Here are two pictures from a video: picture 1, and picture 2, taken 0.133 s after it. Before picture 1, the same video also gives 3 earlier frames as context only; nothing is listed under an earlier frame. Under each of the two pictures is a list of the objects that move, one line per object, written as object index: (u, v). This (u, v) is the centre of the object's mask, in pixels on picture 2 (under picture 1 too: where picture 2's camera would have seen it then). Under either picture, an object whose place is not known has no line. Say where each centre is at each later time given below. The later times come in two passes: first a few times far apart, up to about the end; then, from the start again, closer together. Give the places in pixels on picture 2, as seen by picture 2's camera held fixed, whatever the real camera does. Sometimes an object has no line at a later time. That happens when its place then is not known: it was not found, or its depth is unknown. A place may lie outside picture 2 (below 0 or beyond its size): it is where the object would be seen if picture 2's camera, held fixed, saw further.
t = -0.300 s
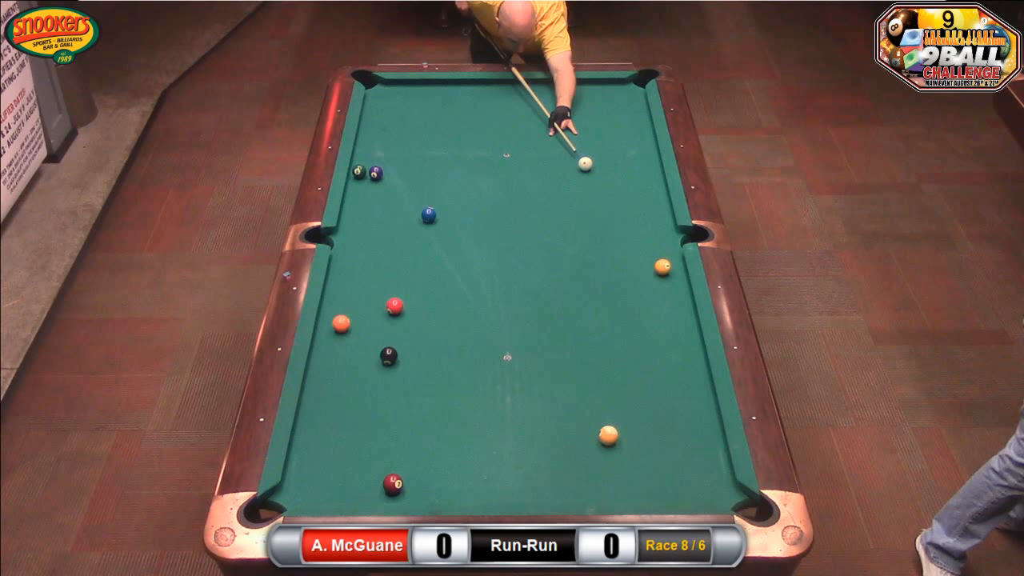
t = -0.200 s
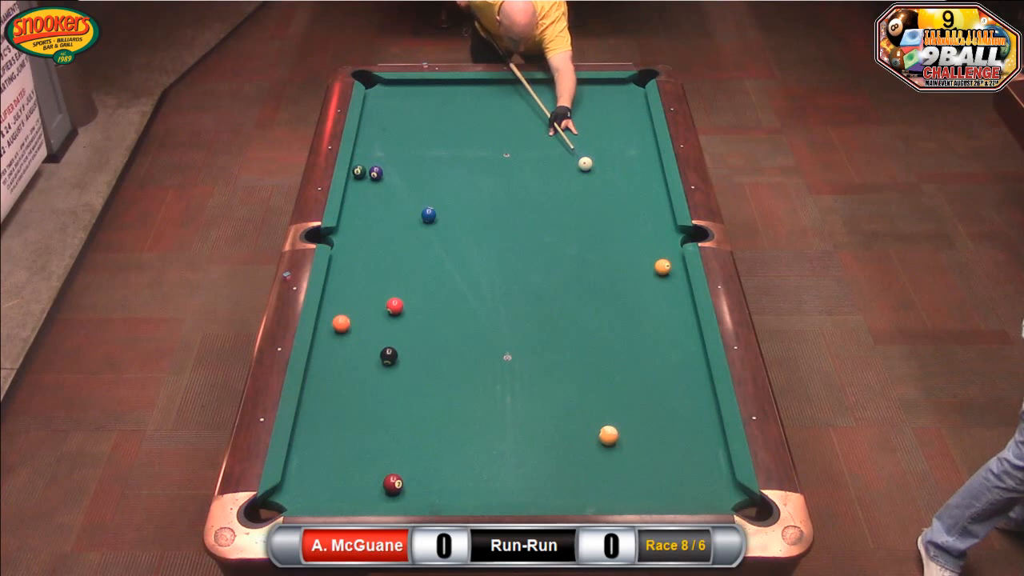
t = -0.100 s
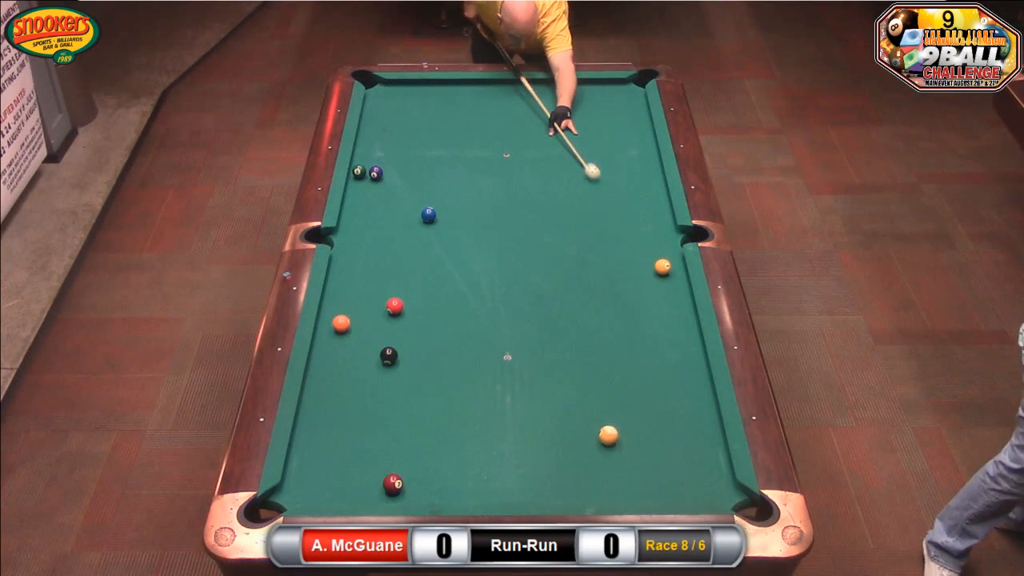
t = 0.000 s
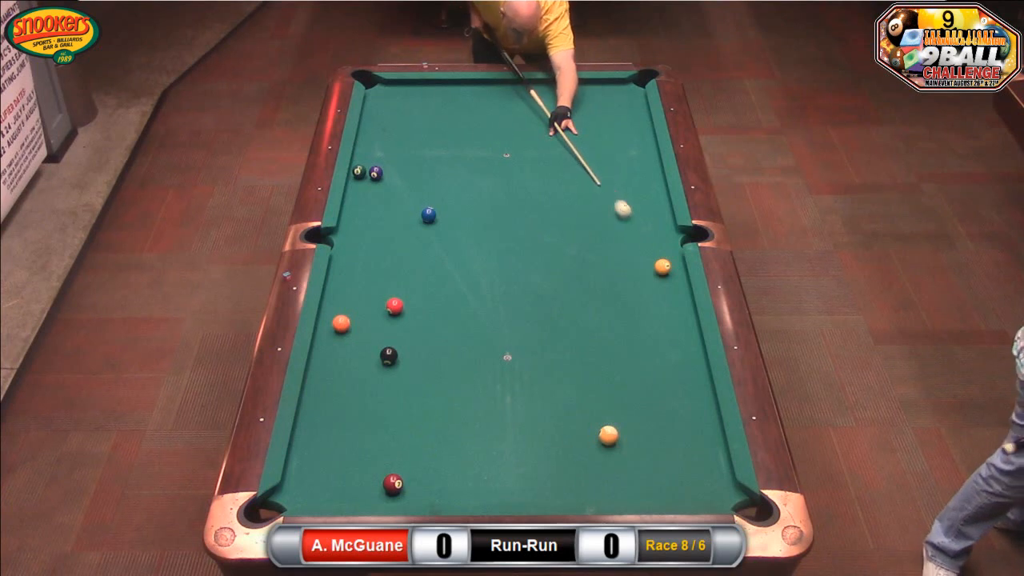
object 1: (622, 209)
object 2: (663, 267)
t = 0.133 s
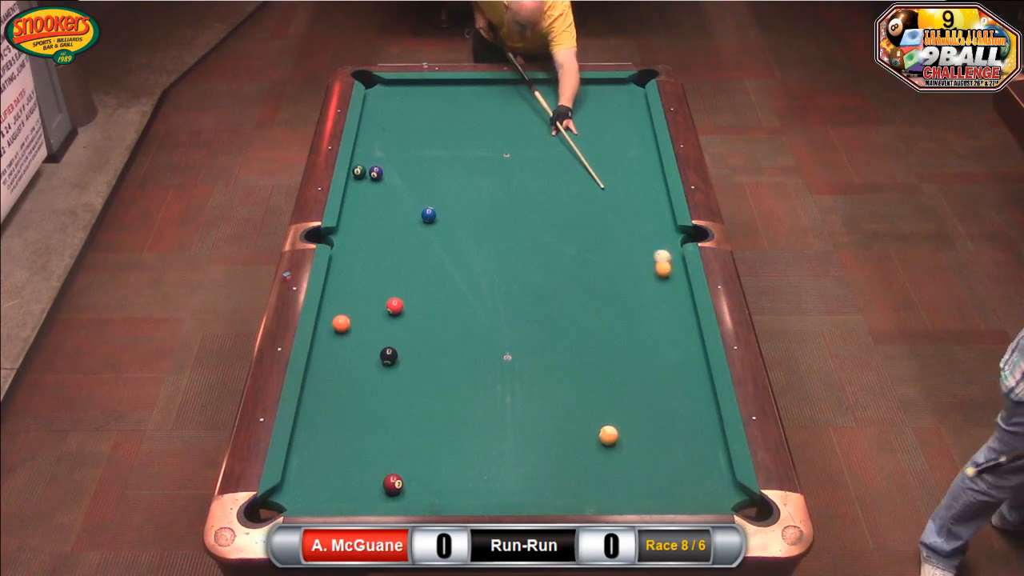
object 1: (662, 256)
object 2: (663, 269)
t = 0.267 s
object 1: (673, 257)
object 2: (673, 315)
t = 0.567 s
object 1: (648, 249)
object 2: (695, 415)
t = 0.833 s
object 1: (628, 243)
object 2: (724, 484)
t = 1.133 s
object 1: (608, 236)
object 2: (680, 452)
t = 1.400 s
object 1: (591, 231)
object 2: (640, 428)
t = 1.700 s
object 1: (575, 226)
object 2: (599, 404)
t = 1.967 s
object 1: (562, 222)
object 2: (567, 384)
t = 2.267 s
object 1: (550, 219)
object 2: (534, 364)
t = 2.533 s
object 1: (540, 216)
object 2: (506, 348)
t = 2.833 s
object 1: (530, 213)
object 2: (480, 332)
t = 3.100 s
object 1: (523, 212)
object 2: (458, 319)
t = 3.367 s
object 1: (519, 210)
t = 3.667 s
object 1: (515, 209)
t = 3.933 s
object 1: (513, 208)
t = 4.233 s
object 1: (513, 208)
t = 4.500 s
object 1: (513, 208)
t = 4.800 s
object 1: (513, 208)
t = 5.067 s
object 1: (513, 208)
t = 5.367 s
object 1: (513, 208)
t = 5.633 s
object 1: (513, 208)
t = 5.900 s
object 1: (513, 208)
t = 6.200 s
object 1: (513, 208)
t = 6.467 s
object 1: (513, 208)
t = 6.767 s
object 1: (513, 208)
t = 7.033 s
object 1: (513, 208)
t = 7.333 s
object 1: (513, 208)
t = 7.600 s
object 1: (513, 208)
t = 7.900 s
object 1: (513, 208)
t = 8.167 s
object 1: (513, 208)
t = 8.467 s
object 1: (513, 208)
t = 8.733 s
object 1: (513, 208)
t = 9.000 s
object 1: (513, 208)
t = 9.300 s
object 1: (513, 208)
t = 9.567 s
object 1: (513, 208)
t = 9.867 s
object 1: (513, 208)
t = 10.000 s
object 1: (513, 208)
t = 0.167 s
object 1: (669, 258)
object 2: (666, 280)
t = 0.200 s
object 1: (674, 258)
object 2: (668, 292)
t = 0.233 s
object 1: (676, 257)
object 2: (671, 303)
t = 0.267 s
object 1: (673, 257)
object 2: (673, 315)
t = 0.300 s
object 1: (670, 256)
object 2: (675, 326)
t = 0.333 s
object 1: (667, 255)
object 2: (678, 336)
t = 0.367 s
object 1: (665, 254)
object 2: (680, 347)
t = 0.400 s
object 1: (662, 253)
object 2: (682, 357)
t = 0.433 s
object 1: (659, 252)
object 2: (685, 368)
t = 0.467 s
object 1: (656, 251)
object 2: (687, 380)
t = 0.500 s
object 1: (654, 251)
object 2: (690, 391)
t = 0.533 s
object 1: (651, 250)
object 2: (692, 403)
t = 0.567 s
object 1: (648, 249)
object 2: (695, 415)
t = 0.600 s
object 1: (646, 248)
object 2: (698, 428)
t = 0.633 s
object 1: (643, 247)
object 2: (701, 440)
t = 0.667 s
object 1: (641, 246)
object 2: (703, 453)
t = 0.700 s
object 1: (638, 246)
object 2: (706, 466)
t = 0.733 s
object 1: (636, 245)
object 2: (709, 480)
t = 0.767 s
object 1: (633, 244)
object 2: (712, 493)
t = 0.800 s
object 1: (631, 243)
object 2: (718, 491)
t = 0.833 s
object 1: (628, 243)
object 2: (724, 484)
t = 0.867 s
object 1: (626, 242)
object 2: (724, 478)
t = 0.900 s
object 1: (624, 241)
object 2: (718, 474)
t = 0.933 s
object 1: (621, 240)
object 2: (712, 471)
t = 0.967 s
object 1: (619, 240)
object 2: (706, 468)
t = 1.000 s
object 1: (617, 239)
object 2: (701, 465)
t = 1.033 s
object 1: (614, 238)
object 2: (696, 461)
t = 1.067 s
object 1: (612, 238)
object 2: (690, 458)
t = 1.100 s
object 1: (610, 237)
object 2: (685, 455)
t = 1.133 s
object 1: (608, 236)
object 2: (680, 452)
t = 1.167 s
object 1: (606, 236)
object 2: (675, 449)
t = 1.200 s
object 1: (604, 235)
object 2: (670, 446)
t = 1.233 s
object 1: (601, 234)
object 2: (664, 443)
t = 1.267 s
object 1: (599, 234)
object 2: (659, 440)
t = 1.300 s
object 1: (597, 233)
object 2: (655, 437)
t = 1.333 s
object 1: (595, 233)
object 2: (650, 434)
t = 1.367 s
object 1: (593, 232)
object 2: (645, 431)
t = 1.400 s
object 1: (591, 231)
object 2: (640, 428)
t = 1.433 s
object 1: (589, 231)
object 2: (636, 425)
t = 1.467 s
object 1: (588, 230)
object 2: (631, 423)
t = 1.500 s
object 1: (586, 229)
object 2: (627, 420)
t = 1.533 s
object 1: (584, 229)
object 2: (621, 417)
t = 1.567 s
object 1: (582, 228)
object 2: (617, 414)
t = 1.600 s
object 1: (580, 228)
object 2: (613, 411)
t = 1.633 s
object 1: (579, 228)
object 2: (608, 409)
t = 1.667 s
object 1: (577, 227)
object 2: (604, 406)
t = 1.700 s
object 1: (575, 226)
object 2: (599, 404)
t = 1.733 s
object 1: (573, 226)
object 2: (595, 401)
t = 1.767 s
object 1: (572, 225)
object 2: (591, 399)
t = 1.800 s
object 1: (570, 225)
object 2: (587, 396)
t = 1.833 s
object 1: (568, 224)
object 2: (583, 394)
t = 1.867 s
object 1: (567, 224)
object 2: (579, 392)
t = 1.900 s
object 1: (565, 223)
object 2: (575, 389)
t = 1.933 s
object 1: (564, 223)
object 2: (571, 387)
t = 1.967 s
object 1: (562, 222)
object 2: (567, 384)
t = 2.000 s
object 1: (561, 222)
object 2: (563, 382)
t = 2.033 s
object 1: (559, 221)
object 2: (559, 380)
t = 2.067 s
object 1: (558, 221)
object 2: (555, 377)
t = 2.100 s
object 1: (556, 221)
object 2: (551, 375)
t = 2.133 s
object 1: (555, 220)
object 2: (548, 373)
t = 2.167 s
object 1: (553, 220)
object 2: (544, 371)
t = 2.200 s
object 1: (552, 220)
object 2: (541, 369)
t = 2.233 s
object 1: (551, 219)
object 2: (537, 366)
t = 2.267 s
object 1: (550, 219)
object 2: (534, 364)
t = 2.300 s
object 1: (548, 218)
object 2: (530, 362)
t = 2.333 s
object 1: (547, 218)
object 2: (526, 360)
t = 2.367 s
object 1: (545, 218)
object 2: (523, 358)
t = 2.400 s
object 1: (544, 217)
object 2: (520, 356)
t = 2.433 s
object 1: (543, 217)
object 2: (516, 354)
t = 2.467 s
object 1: (542, 217)
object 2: (513, 352)
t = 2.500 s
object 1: (541, 216)
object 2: (510, 350)
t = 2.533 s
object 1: (540, 216)
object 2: (506, 348)
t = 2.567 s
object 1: (538, 216)
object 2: (503, 346)
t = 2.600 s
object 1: (537, 216)
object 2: (500, 344)
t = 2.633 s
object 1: (536, 215)
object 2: (497, 342)
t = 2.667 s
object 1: (535, 215)
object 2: (494, 341)
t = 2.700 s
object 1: (534, 215)
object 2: (491, 339)
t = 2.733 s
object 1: (533, 214)
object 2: (488, 337)
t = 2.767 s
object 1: (532, 214)
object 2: (485, 335)
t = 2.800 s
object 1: (531, 214)
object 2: (483, 334)
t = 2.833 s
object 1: (530, 213)
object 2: (480, 332)
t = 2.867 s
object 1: (529, 213)
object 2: (477, 330)
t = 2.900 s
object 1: (529, 213)
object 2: (474, 328)
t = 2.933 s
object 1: (528, 213)
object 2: (471, 327)
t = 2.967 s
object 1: (527, 213)
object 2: (468, 325)
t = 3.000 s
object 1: (526, 212)
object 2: (466, 324)
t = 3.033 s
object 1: (525, 212)
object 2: (463, 322)
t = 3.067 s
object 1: (524, 212)
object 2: (460, 320)
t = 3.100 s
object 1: (523, 212)
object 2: (458, 319)
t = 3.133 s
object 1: (523, 211)
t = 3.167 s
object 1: (522, 211)
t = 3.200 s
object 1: (522, 211)
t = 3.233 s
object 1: (521, 211)
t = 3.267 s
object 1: (520, 211)
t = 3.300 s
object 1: (520, 210)
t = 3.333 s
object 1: (519, 210)
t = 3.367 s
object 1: (519, 210)
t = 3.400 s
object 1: (518, 210)
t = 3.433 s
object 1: (518, 210)
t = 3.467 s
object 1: (517, 210)
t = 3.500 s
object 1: (517, 209)
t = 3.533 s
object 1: (516, 209)
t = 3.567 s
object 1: (516, 209)
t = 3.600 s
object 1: (515, 209)
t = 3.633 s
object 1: (515, 209)
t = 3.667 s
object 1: (515, 209)
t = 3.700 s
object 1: (515, 209)
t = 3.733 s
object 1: (514, 209)
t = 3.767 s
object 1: (514, 208)
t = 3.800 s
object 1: (514, 208)
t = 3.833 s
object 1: (514, 208)
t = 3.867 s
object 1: (513, 208)
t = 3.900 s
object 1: (513, 208)
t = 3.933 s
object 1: (513, 208)
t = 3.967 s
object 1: (513, 208)
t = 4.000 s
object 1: (513, 208)
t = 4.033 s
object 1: (513, 208)
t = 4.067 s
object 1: (513, 208)
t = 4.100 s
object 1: (513, 208)
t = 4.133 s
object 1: (513, 208)
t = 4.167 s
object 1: (513, 208)
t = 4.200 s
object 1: (513, 208)
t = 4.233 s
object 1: (513, 208)
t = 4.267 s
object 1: (513, 208)
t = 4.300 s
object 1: (513, 208)
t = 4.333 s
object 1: (513, 208)
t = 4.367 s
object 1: (513, 208)
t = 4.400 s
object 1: (513, 208)
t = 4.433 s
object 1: (513, 208)
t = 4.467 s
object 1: (513, 208)
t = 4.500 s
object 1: (513, 208)
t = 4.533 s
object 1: (513, 208)
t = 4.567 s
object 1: (513, 208)
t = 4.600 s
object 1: (513, 208)
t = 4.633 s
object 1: (513, 208)
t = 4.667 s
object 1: (513, 208)
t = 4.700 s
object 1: (513, 208)
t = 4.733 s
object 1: (513, 208)
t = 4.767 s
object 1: (513, 208)
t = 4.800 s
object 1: (513, 208)
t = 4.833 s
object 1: (513, 208)
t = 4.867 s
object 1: (513, 208)
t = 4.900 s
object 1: (513, 208)
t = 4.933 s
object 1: (513, 208)
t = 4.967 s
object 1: (513, 208)
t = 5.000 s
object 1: (513, 208)
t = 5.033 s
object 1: (513, 208)
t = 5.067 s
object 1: (513, 208)
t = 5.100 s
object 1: (513, 208)
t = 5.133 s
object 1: (513, 208)
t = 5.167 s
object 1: (513, 208)
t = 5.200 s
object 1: (513, 208)
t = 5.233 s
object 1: (513, 208)
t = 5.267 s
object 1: (513, 208)
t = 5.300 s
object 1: (513, 208)
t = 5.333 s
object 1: (513, 208)
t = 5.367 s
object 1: (513, 208)
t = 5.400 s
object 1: (513, 208)
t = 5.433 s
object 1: (513, 208)
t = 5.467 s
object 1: (513, 208)
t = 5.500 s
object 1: (513, 208)
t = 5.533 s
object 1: (513, 208)
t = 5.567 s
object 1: (513, 208)
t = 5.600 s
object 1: (513, 208)
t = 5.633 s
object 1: (513, 208)
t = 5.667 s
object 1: (513, 208)
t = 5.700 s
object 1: (513, 208)
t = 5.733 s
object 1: (513, 208)
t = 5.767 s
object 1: (513, 208)
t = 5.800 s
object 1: (513, 208)
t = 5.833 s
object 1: (513, 208)
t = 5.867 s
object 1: (513, 208)
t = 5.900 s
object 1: (513, 208)
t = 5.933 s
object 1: (513, 208)
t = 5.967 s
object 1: (513, 208)
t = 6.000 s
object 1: (513, 208)
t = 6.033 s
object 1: (513, 208)
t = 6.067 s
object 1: (513, 208)
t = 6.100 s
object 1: (513, 208)
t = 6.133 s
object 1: (513, 208)
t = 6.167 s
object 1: (513, 208)
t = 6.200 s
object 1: (513, 208)
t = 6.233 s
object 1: (513, 208)
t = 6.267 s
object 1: (513, 208)
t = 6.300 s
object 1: (513, 208)
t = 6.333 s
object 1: (513, 208)
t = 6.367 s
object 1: (513, 208)
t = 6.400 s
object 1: (513, 208)
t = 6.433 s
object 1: (513, 208)
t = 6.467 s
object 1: (513, 208)
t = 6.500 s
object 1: (513, 208)
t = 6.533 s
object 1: (513, 208)
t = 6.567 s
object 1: (513, 208)
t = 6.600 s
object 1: (513, 208)
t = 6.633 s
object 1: (513, 208)
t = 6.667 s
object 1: (513, 208)
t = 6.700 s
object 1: (513, 208)
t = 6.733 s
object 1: (513, 208)
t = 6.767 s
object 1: (513, 208)
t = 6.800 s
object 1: (513, 208)
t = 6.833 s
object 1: (513, 208)
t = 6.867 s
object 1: (513, 208)
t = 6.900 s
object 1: (513, 208)
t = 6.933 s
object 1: (513, 208)
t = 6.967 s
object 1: (513, 208)
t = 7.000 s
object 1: (513, 208)
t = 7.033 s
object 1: (513, 208)
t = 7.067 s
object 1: (513, 208)
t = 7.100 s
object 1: (513, 208)
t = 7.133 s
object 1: (513, 208)
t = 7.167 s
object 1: (513, 208)
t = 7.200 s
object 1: (513, 208)
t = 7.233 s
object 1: (513, 208)
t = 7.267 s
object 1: (513, 208)
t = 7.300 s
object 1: (513, 208)
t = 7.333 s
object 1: (513, 208)
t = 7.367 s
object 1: (513, 208)
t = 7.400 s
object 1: (513, 208)
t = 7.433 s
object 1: (513, 208)
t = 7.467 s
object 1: (513, 208)
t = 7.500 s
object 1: (513, 208)
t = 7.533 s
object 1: (513, 208)
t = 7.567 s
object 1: (513, 208)
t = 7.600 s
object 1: (513, 208)
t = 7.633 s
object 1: (513, 208)
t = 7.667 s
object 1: (513, 208)
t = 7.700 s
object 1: (513, 208)
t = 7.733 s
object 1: (513, 208)
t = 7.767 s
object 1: (513, 208)
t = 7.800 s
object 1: (513, 208)
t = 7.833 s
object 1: (513, 208)
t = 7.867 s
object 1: (513, 208)
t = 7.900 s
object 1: (513, 208)
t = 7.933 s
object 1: (513, 208)
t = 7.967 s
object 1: (513, 208)
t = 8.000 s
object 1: (513, 208)
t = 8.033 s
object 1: (513, 208)
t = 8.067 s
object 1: (513, 208)
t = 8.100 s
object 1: (513, 208)
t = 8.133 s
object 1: (513, 208)
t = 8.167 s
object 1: (513, 208)
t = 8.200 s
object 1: (513, 208)
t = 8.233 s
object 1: (513, 208)
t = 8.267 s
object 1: (513, 208)
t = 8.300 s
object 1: (513, 208)
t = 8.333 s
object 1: (513, 208)
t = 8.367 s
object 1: (513, 208)
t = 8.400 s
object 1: (513, 208)
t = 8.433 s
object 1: (513, 208)
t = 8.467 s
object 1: (513, 208)
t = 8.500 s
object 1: (513, 208)
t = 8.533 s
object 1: (513, 208)
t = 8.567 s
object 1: (513, 208)
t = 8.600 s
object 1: (513, 208)
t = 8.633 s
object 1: (513, 208)
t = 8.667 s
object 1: (513, 208)
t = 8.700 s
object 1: (513, 208)
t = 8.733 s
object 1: (513, 208)
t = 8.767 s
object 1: (513, 208)
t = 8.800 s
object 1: (513, 208)
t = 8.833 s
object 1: (513, 208)
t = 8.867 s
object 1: (513, 208)
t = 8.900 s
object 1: (513, 208)
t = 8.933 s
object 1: (513, 208)
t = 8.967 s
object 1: (513, 208)
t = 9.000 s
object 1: (513, 208)
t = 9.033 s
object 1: (513, 208)
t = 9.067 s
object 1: (513, 208)
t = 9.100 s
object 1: (513, 208)
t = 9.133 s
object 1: (513, 208)
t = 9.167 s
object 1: (513, 208)
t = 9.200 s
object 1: (513, 208)
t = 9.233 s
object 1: (513, 208)
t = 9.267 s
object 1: (513, 208)
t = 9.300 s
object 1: (513, 208)
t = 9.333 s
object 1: (513, 208)
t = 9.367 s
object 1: (513, 208)
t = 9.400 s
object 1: (513, 208)
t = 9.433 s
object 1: (513, 208)
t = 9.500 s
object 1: (513, 208)
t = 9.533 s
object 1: (513, 208)
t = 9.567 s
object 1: (513, 208)
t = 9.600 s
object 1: (513, 208)
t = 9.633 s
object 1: (513, 208)
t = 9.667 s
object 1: (513, 208)
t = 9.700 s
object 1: (513, 208)
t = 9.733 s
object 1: (513, 208)
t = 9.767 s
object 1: (513, 208)
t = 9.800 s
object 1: (513, 208)
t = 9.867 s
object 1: (513, 208)
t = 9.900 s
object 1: (513, 208)
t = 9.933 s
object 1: (513, 208)
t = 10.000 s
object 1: (513, 208)
